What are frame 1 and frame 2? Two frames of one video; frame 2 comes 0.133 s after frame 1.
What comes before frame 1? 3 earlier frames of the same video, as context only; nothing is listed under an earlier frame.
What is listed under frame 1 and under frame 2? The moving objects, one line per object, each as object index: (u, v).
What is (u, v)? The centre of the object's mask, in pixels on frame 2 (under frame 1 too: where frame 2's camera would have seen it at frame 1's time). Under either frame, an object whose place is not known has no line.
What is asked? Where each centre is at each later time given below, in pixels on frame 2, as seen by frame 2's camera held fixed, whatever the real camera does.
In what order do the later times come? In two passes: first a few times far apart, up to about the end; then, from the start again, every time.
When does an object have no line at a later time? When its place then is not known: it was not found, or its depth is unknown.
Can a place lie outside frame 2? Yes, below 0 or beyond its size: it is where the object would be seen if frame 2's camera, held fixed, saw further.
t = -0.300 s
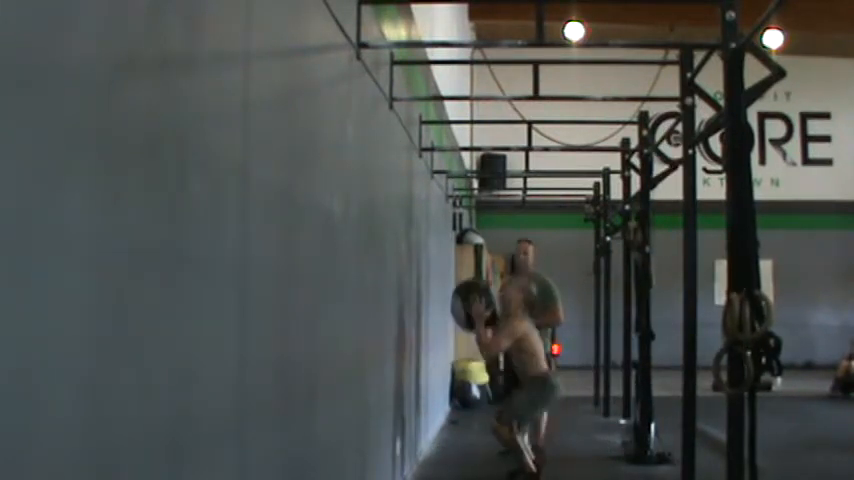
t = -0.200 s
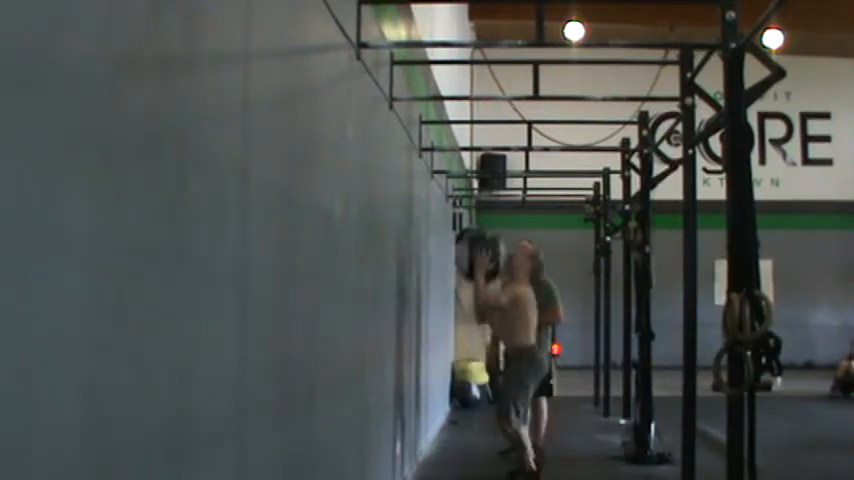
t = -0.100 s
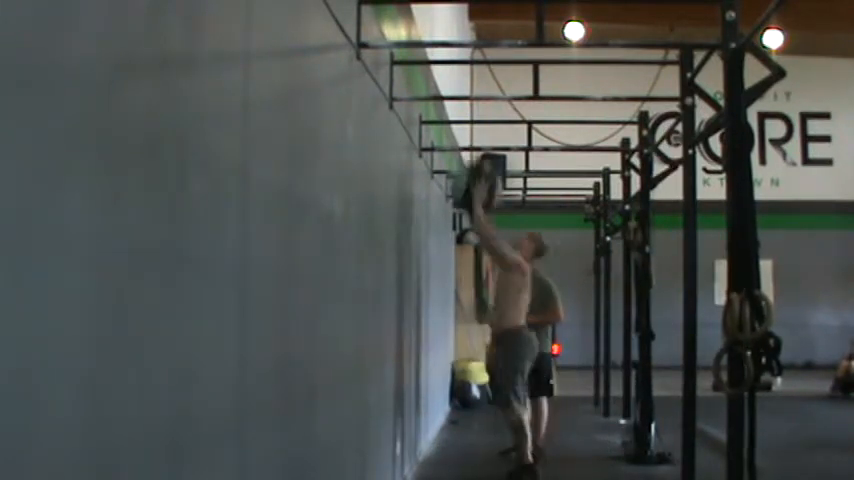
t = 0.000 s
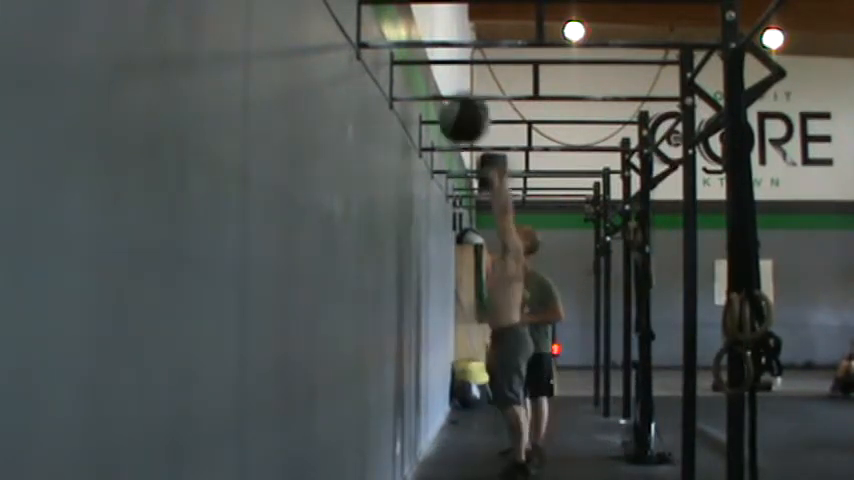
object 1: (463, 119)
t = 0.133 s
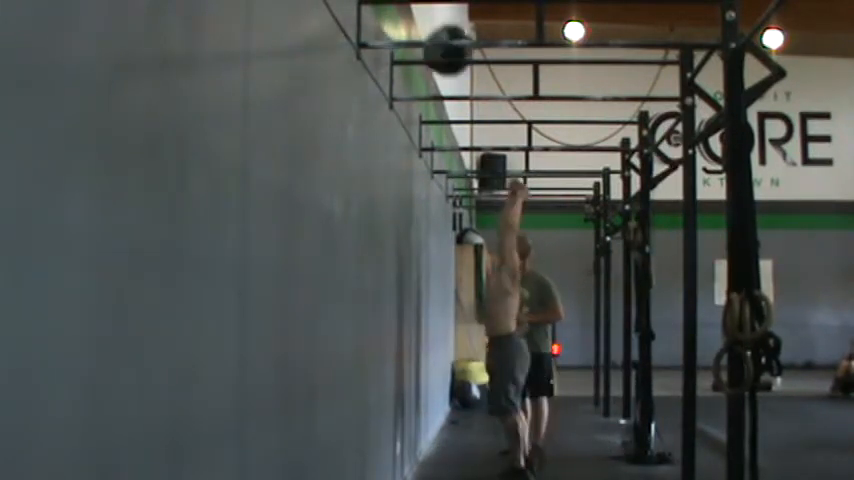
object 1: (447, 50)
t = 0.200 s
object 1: (440, 26)
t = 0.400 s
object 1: (434, 8)
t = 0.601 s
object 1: (444, 19)
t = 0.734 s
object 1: (451, 62)
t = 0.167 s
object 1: (444, 36)
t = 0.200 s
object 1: (440, 26)
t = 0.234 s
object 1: (436, 19)
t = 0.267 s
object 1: (430, 14)
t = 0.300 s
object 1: (427, 11)
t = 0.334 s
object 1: (427, 9)
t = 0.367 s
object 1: (432, 8)
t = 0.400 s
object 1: (434, 8)
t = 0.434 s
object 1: (436, 8)
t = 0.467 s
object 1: (438, 8)
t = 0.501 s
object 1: (440, 10)
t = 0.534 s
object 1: (441, 12)
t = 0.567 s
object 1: (443, 15)
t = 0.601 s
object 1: (444, 19)
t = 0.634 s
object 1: (446, 24)
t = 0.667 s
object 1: (448, 35)
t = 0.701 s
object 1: (450, 47)
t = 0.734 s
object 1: (451, 62)
